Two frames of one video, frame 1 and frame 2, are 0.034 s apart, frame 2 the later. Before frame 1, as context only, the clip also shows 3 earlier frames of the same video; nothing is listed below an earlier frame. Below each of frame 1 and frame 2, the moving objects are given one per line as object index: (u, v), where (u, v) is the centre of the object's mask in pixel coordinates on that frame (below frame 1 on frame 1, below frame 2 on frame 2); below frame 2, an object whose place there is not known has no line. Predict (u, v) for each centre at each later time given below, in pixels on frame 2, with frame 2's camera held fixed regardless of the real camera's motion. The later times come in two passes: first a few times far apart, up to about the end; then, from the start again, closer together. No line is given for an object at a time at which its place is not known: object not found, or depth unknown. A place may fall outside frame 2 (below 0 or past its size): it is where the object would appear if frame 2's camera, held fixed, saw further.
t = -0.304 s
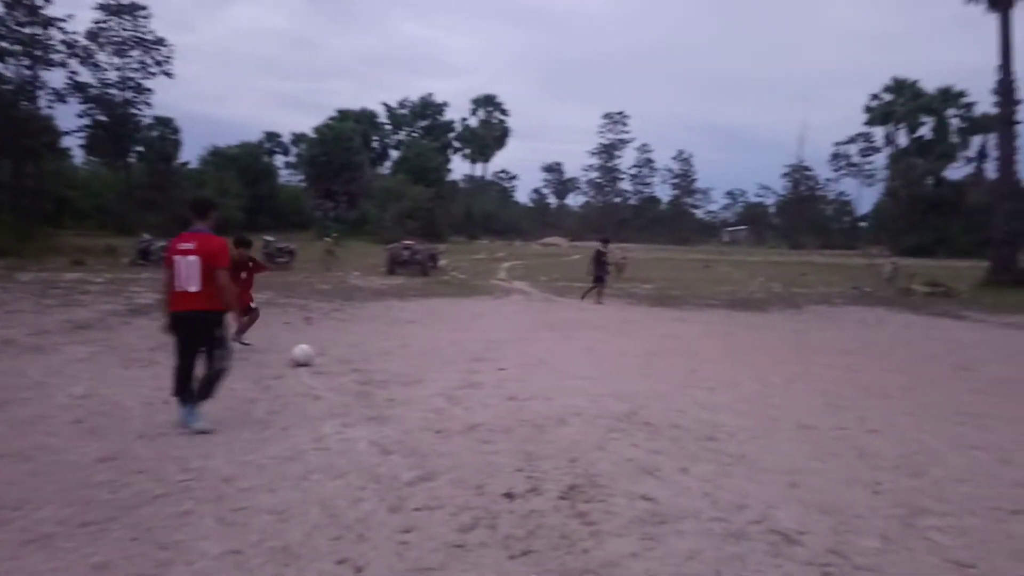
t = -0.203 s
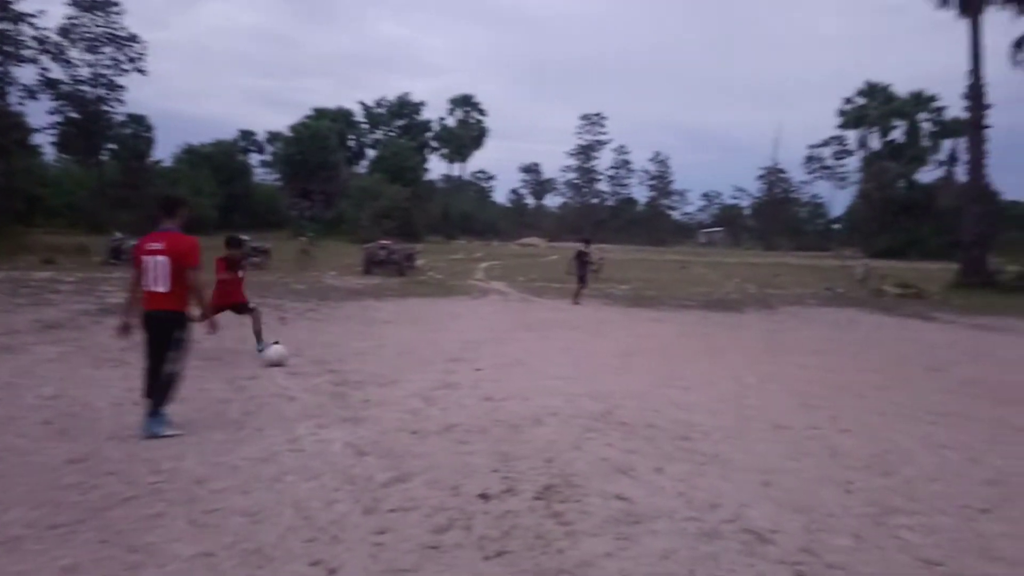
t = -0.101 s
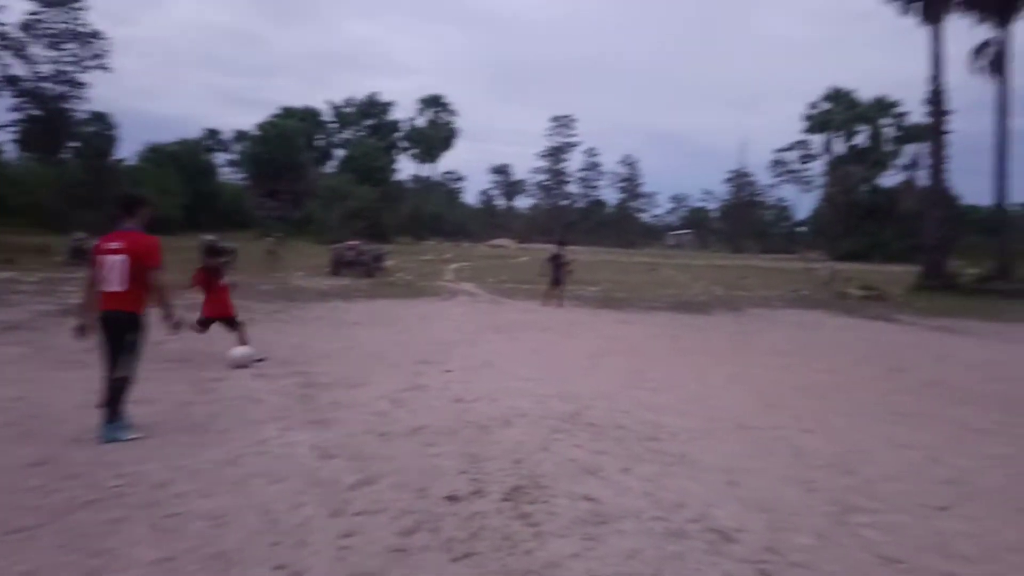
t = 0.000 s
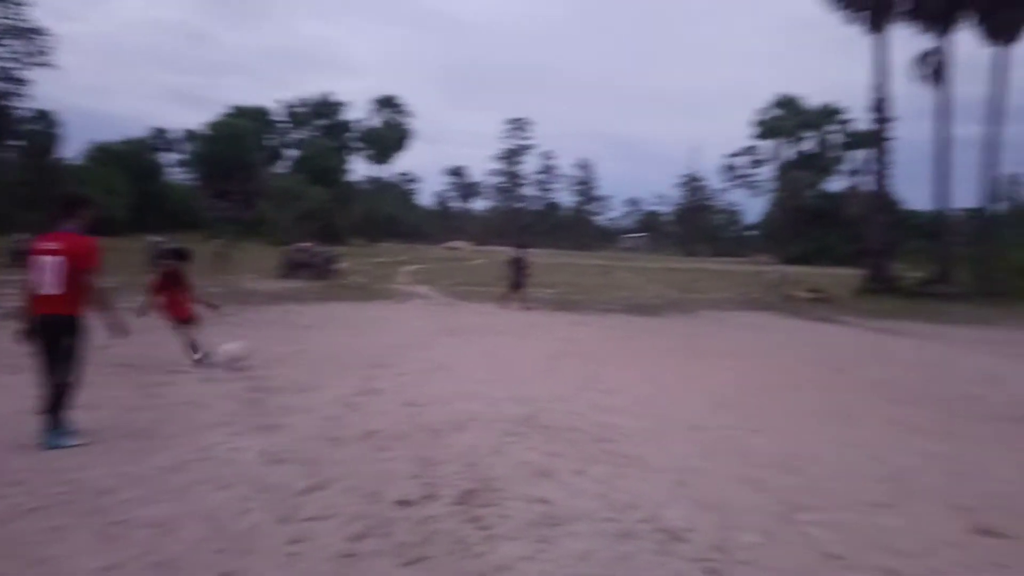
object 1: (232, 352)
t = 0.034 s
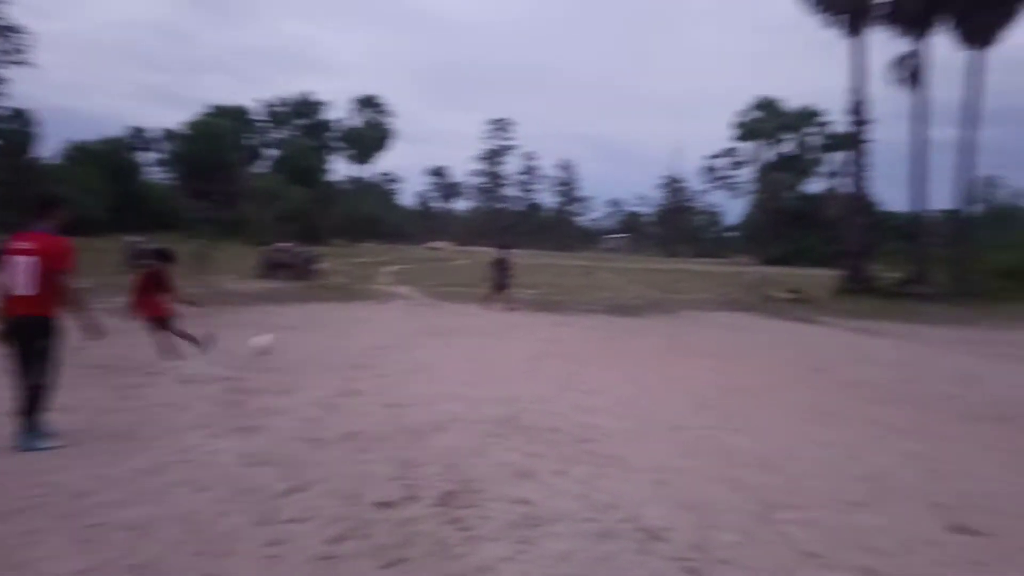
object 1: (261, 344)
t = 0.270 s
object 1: (559, 319)
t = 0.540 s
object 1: (801, 336)
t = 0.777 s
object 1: (923, 333)
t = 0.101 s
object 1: (355, 332)
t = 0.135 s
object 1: (400, 328)
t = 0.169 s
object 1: (442, 323)
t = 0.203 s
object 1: (483, 321)
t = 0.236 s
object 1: (520, 319)
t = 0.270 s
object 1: (559, 319)
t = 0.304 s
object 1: (594, 318)
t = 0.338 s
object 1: (628, 319)
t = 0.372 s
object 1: (658, 321)
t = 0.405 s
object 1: (689, 322)
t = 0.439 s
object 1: (719, 325)
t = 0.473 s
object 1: (747, 328)
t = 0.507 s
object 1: (774, 332)
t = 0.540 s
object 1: (801, 336)
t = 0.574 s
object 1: (825, 341)
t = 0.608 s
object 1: (849, 348)
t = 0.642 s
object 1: (871, 353)
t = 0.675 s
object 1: (885, 349)
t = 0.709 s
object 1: (898, 341)
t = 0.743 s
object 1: (910, 337)
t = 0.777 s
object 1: (923, 333)
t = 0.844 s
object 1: (945, 329)
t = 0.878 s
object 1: (956, 328)
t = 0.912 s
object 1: (965, 327)
